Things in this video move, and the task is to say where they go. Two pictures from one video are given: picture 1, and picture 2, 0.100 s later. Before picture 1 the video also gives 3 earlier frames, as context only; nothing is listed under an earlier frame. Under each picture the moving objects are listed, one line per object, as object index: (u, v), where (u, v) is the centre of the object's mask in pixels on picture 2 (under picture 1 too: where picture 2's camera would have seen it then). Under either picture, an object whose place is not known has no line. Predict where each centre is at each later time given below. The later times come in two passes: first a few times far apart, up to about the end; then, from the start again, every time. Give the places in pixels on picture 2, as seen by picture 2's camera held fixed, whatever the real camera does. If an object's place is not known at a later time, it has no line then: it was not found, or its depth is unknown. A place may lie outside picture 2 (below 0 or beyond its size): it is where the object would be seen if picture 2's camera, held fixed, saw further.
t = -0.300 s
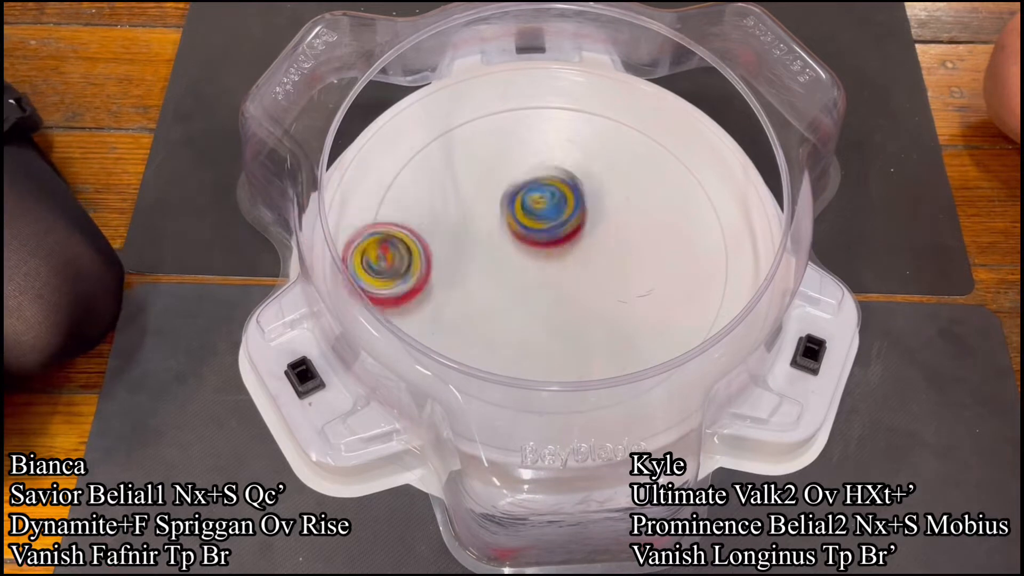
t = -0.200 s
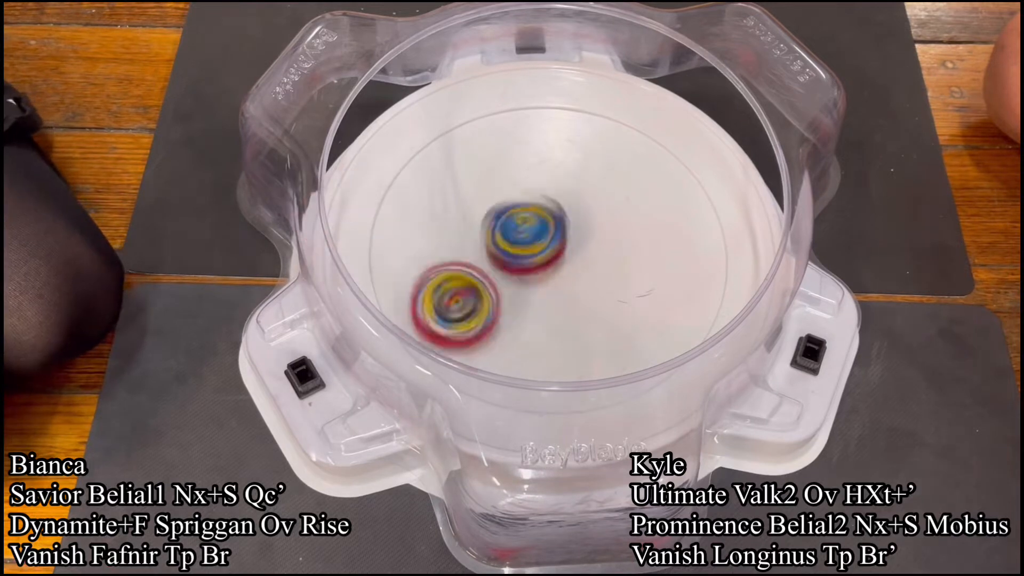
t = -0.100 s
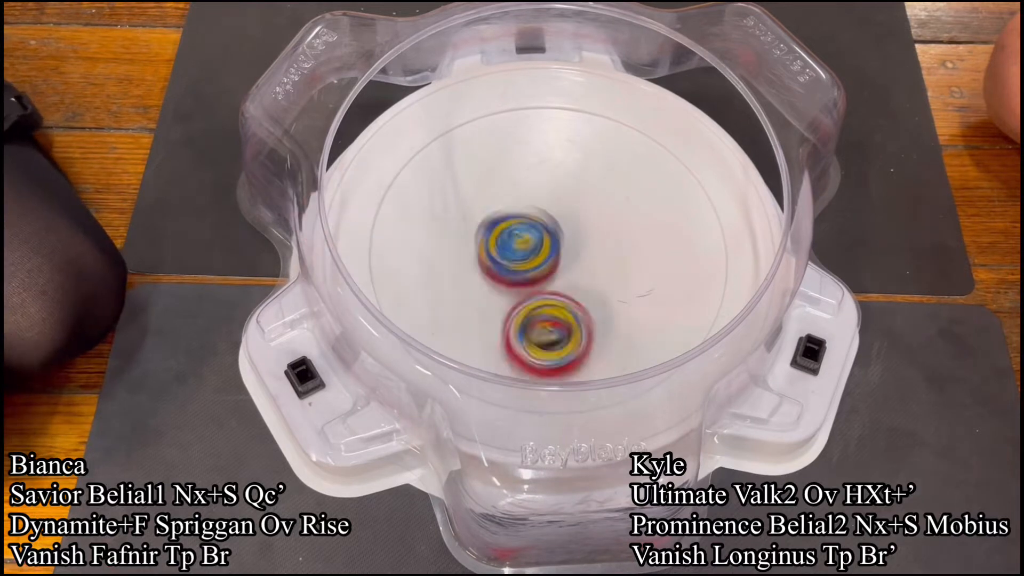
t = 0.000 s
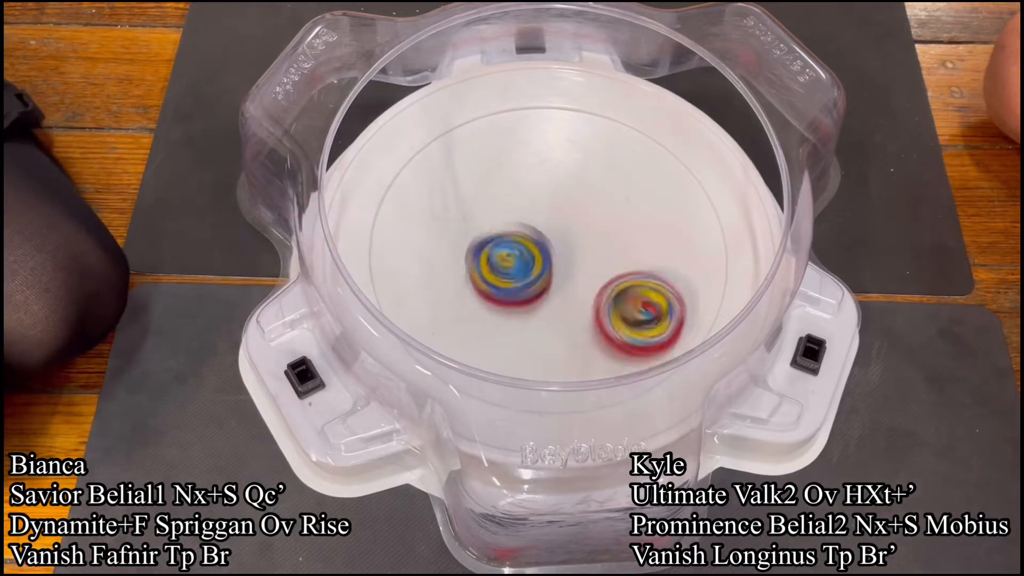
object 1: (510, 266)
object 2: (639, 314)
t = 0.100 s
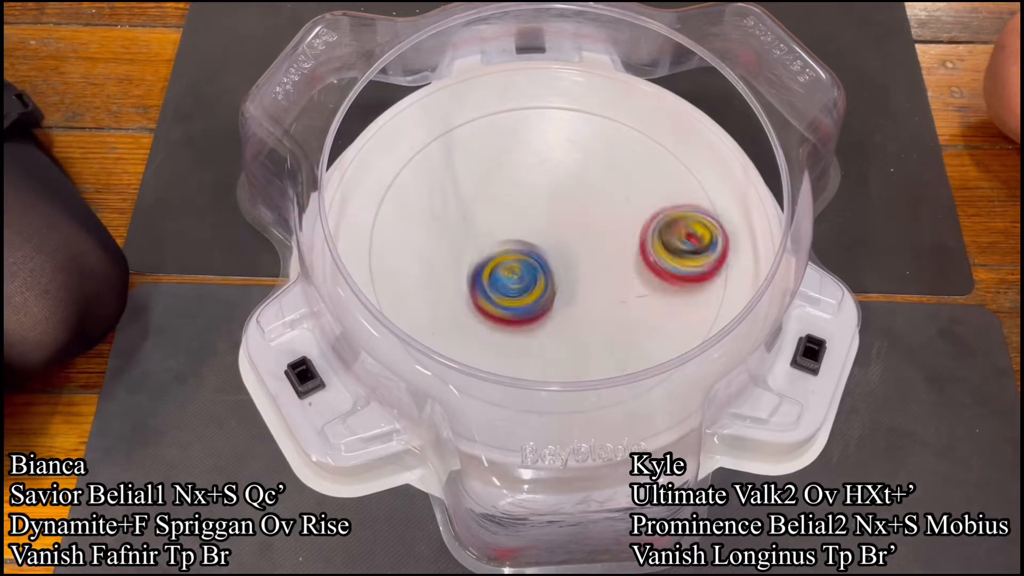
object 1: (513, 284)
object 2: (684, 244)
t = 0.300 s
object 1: (547, 299)
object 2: (576, 138)
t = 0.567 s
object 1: (566, 254)
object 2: (441, 286)
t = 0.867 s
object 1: (521, 214)
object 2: (679, 298)
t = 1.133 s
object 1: (502, 241)
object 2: (546, 141)
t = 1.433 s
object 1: (561, 253)
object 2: (435, 321)
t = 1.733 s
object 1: (581, 218)
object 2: (680, 260)
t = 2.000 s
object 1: (546, 232)
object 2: (511, 129)
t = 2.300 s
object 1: (554, 276)
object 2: (468, 330)
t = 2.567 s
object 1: (575, 261)
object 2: (695, 276)
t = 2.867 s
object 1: (531, 242)
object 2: (513, 152)
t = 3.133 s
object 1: (538, 268)
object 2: (423, 315)
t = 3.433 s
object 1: (580, 236)
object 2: (658, 312)
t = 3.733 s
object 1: (535, 169)
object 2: (620, 192)
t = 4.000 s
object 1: (496, 148)
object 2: (551, 242)
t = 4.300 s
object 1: (503, 204)
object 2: (548, 311)
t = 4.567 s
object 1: (522, 247)
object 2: (557, 319)
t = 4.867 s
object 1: (525, 223)
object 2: (561, 296)
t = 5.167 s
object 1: (542, 190)
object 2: (550, 269)
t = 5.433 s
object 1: (571, 203)
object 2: (528, 271)
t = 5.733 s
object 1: (601, 210)
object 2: (494, 286)
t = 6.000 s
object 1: (594, 215)
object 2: (508, 259)
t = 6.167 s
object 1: (608, 224)
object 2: (519, 232)
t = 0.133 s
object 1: (516, 290)
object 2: (683, 220)
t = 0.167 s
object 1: (520, 295)
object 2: (673, 193)
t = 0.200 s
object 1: (526, 298)
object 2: (656, 172)
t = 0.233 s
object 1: (532, 300)
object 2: (635, 156)
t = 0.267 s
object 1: (540, 300)
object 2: (606, 144)
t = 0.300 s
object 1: (547, 299)
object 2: (576, 138)
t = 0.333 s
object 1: (553, 297)
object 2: (548, 139)
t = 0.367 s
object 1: (558, 292)
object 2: (516, 145)
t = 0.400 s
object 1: (562, 288)
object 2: (489, 158)
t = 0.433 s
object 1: (565, 281)
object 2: (468, 175)
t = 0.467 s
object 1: (567, 275)
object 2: (448, 201)
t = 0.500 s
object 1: (567, 268)
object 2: (437, 227)
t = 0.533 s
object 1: (567, 262)
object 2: (434, 254)
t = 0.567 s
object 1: (566, 254)
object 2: (441, 286)
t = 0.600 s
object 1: (563, 248)
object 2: (454, 312)
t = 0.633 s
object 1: (560, 242)
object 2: (475, 331)
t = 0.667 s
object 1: (555, 236)
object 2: (507, 353)
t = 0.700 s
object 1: (551, 231)
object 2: (536, 363)
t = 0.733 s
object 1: (546, 226)
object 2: (571, 365)
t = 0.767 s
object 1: (539, 221)
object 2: (607, 357)
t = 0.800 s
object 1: (534, 219)
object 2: (634, 340)
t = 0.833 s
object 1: (527, 216)
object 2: (659, 323)
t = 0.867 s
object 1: (521, 214)
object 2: (679, 298)
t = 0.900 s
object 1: (515, 215)
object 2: (686, 271)
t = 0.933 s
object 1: (510, 215)
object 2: (686, 244)
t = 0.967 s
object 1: (504, 218)
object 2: (675, 214)
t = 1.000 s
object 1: (500, 222)
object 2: (659, 190)
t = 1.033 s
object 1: (498, 226)
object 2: (637, 171)
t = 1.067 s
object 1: (498, 232)
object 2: (606, 153)
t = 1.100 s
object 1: (499, 237)
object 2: (577, 144)
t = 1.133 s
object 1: (502, 241)
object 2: (546, 141)
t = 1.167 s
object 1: (507, 247)
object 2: (511, 142)
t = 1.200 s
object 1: (513, 251)
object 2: (482, 150)
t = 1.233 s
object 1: (519, 253)
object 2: (457, 164)
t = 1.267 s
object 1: (525, 256)
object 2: (432, 185)
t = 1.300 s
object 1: (533, 257)
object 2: (418, 207)
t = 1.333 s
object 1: (540, 256)
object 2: (409, 234)
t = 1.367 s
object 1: (547, 257)
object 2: (408, 266)
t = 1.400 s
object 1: (554, 256)
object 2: (417, 293)
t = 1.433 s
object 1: (561, 253)
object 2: (435, 321)
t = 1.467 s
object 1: (567, 251)
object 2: (462, 345)
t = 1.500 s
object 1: (572, 248)
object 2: (492, 359)
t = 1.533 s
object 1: (578, 244)
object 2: (532, 367)
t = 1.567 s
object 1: (582, 241)
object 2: (568, 367)
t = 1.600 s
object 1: (584, 236)
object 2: (601, 357)
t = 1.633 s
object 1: (585, 231)
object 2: (633, 337)
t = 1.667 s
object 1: (586, 227)
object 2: (658, 317)
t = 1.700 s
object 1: (585, 222)
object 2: (673, 292)
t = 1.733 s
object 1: (581, 218)
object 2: (680, 260)
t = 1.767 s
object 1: (578, 217)
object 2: (679, 230)
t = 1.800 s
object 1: (573, 215)
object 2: (670, 205)
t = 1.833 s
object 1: (567, 214)
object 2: (651, 177)
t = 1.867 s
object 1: (562, 217)
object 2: (628, 156)
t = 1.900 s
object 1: (557, 220)
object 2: (603, 142)
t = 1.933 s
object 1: (552, 223)
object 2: (572, 132)
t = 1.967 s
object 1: (549, 227)
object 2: (539, 127)
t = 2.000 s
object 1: (546, 232)
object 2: (511, 129)
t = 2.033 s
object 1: (544, 237)
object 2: (480, 139)
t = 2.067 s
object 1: (543, 243)
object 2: (454, 154)
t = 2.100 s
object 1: (542, 248)
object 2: (434, 173)
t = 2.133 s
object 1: (542, 253)
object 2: (419, 199)
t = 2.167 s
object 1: (543, 259)
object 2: (411, 227)
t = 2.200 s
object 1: (545, 264)
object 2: (412, 255)
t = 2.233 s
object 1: (547, 267)
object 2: (423, 288)
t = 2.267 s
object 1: (550, 273)
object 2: (442, 311)
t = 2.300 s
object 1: (554, 276)
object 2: (468, 330)
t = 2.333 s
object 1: (558, 278)
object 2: (502, 350)
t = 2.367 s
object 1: (562, 280)
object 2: (535, 358)
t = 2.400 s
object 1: (566, 280)
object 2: (570, 353)
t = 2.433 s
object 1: (571, 277)
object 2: (608, 348)
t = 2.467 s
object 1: (574, 275)
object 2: (636, 338)
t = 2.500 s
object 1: (575, 270)
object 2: (662, 322)
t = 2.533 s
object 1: (576, 264)
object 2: (684, 300)
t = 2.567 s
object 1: (575, 261)
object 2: (695, 276)
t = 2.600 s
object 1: (572, 256)
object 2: (697, 250)
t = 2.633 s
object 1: (568, 251)
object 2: (692, 222)
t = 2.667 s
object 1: (564, 249)
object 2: (679, 199)
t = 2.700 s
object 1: (559, 245)
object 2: (660, 179)
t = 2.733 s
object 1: (554, 243)
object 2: (633, 161)
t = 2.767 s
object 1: (548, 241)
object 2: (605, 151)
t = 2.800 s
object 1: (542, 239)
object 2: (577, 146)
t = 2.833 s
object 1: (536, 240)
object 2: (541, 147)
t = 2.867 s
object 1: (531, 242)
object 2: (513, 152)
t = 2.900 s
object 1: (526, 242)
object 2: (486, 163)
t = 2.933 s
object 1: (520, 243)
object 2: (460, 181)
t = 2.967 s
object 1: (517, 247)
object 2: (442, 201)
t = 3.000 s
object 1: (519, 252)
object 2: (424, 219)
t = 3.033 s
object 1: (523, 258)
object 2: (411, 243)
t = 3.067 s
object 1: (528, 262)
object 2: (408, 266)
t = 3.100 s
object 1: (532, 265)
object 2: (412, 290)
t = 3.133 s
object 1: (538, 268)
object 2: (423, 315)
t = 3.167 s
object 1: (544, 270)
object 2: (440, 335)
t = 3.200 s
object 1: (551, 271)
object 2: (467, 351)
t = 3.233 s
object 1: (557, 272)
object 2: (498, 362)
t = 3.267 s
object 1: (563, 272)
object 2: (529, 363)
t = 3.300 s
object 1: (569, 270)
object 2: (562, 353)
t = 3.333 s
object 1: (575, 268)
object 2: (592, 346)
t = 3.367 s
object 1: (579, 263)
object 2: (617, 333)
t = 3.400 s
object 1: (580, 247)
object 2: (642, 323)
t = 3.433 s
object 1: (580, 236)
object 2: (658, 312)
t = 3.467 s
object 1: (579, 228)
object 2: (668, 296)
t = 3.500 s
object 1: (578, 220)
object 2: (673, 277)
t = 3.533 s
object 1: (575, 213)
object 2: (672, 257)
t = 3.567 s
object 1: (573, 208)
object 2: (667, 238)
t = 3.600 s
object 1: (569, 198)
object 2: (656, 218)
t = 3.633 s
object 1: (556, 187)
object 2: (653, 209)
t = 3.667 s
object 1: (549, 180)
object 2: (646, 202)
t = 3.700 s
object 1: (543, 174)
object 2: (632, 195)
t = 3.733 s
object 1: (535, 169)
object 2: (620, 192)
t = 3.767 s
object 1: (528, 163)
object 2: (612, 193)
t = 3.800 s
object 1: (523, 158)
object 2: (602, 197)
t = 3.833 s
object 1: (518, 154)
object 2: (593, 201)
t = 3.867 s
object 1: (513, 151)
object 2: (586, 207)
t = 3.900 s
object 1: (508, 148)
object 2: (576, 214)
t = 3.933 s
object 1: (504, 146)
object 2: (567, 222)
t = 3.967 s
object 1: (500, 146)
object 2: (559, 231)
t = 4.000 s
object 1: (496, 148)
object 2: (551, 242)
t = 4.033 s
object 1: (492, 151)
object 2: (546, 253)
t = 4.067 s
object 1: (491, 157)
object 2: (542, 262)
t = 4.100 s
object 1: (491, 162)
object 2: (540, 273)
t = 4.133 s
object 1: (492, 169)
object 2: (539, 284)
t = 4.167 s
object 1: (493, 175)
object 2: (539, 291)
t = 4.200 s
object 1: (496, 183)
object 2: (541, 299)
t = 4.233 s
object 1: (497, 189)
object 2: (543, 305)
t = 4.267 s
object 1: (500, 196)
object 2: (544, 309)
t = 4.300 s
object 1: (503, 204)
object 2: (548, 311)
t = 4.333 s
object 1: (506, 211)
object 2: (550, 312)
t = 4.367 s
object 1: (508, 218)
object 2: (551, 313)
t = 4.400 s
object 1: (511, 226)
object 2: (552, 313)
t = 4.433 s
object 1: (514, 234)
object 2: (553, 312)
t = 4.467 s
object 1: (516, 240)
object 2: (556, 312)
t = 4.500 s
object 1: (518, 242)
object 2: (557, 316)
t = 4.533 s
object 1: (520, 244)
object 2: (557, 319)
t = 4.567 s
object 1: (522, 247)
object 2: (557, 319)
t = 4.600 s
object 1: (524, 246)
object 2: (558, 320)
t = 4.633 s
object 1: (524, 245)
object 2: (558, 320)
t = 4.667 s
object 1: (524, 242)
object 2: (558, 318)
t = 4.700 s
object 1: (524, 239)
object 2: (558, 317)
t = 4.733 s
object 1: (523, 236)
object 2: (559, 316)
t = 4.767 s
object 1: (523, 232)
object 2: (560, 314)
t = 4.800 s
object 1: (523, 229)
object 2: (560, 309)
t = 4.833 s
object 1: (524, 226)
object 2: (561, 303)
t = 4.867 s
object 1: (525, 223)
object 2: (561, 296)
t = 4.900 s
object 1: (526, 214)
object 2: (559, 293)
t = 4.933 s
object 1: (528, 208)
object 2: (559, 292)
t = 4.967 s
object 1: (528, 206)
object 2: (560, 290)
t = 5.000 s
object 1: (529, 201)
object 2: (560, 287)
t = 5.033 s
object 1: (530, 199)
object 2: (559, 283)
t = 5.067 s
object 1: (532, 196)
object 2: (558, 278)
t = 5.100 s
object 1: (535, 194)
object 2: (557, 273)
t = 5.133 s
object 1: (538, 193)
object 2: (555, 269)
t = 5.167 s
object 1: (542, 190)
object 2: (550, 269)
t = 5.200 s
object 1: (546, 189)
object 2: (547, 269)
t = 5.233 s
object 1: (550, 190)
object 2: (545, 269)
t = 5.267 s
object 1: (552, 191)
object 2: (543, 269)
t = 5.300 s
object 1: (554, 191)
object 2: (542, 269)
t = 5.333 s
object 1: (557, 193)
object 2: (541, 270)
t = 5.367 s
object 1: (563, 194)
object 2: (538, 271)
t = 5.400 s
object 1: (565, 198)
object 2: (536, 271)
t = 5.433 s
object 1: (571, 203)
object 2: (528, 271)
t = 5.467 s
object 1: (579, 209)
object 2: (519, 274)
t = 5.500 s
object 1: (586, 213)
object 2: (512, 276)
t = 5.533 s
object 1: (593, 214)
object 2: (507, 279)
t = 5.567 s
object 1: (598, 214)
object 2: (502, 281)
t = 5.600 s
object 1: (601, 212)
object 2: (498, 283)
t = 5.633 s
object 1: (603, 210)
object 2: (496, 286)
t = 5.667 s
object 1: (604, 210)
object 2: (494, 287)
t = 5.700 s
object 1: (603, 210)
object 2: (493, 286)
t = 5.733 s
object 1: (601, 210)
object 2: (494, 286)
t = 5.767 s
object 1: (598, 209)
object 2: (496, 284)
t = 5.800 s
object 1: (597, 208)
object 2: (498, 282)
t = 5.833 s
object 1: (598, 206)
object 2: (498, 280)
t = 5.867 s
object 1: (598, 206)
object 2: (499, 275)
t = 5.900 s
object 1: (597, 206)
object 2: (503, 272)
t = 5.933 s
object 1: (597, 208)
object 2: (505, 268)
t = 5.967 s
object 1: (595, 211)
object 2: (507, 263)
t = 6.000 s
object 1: (594, 215)
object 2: (508, 259)
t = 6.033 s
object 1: (595, 219)
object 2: (510, 253)
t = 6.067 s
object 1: (598, 224)
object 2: (513, 247)
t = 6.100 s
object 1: (603, 226)
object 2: (515, 242)
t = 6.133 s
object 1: (607, 225)
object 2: (517, 237)
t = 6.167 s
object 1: (608, 224)
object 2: (519, 232)
